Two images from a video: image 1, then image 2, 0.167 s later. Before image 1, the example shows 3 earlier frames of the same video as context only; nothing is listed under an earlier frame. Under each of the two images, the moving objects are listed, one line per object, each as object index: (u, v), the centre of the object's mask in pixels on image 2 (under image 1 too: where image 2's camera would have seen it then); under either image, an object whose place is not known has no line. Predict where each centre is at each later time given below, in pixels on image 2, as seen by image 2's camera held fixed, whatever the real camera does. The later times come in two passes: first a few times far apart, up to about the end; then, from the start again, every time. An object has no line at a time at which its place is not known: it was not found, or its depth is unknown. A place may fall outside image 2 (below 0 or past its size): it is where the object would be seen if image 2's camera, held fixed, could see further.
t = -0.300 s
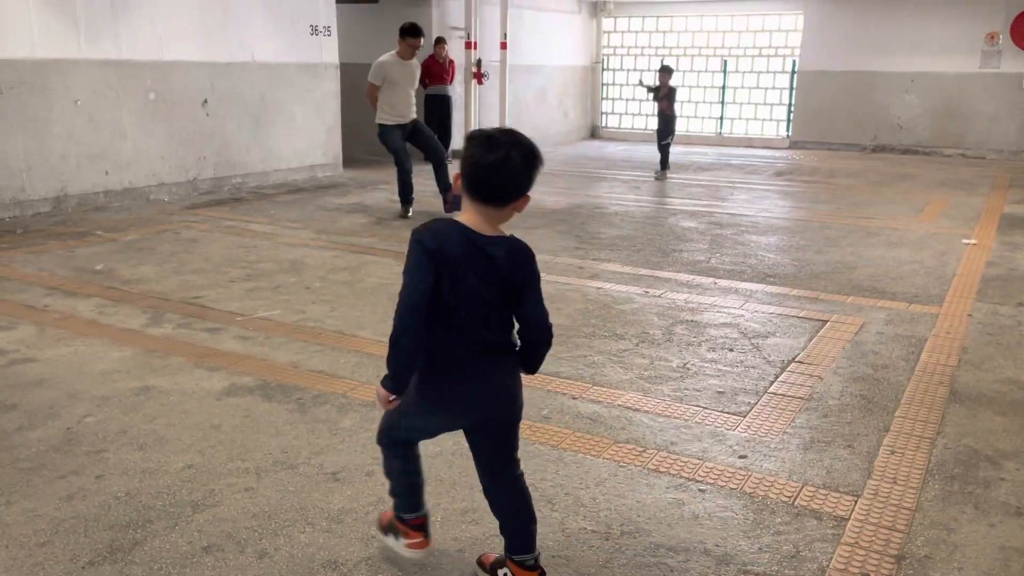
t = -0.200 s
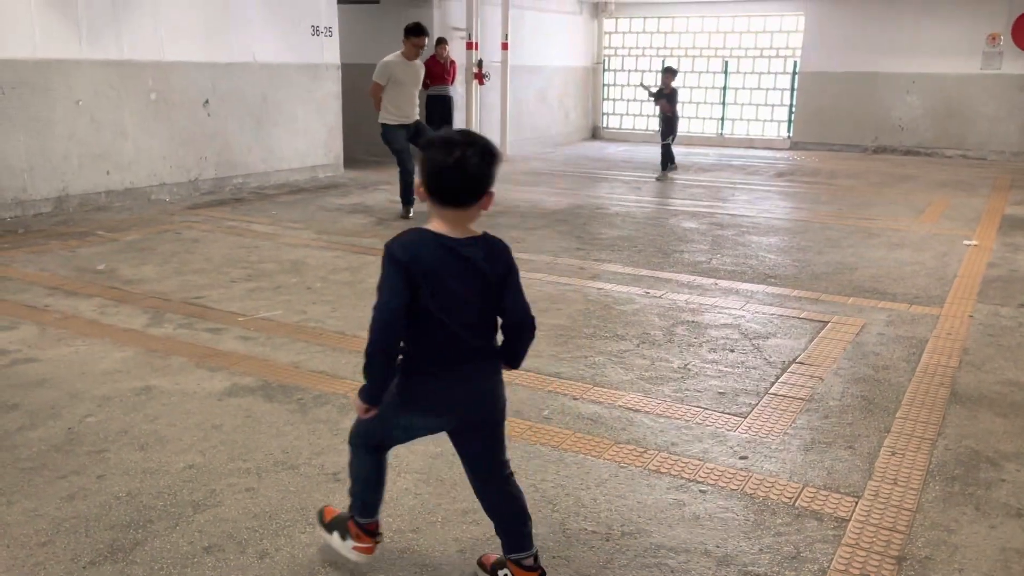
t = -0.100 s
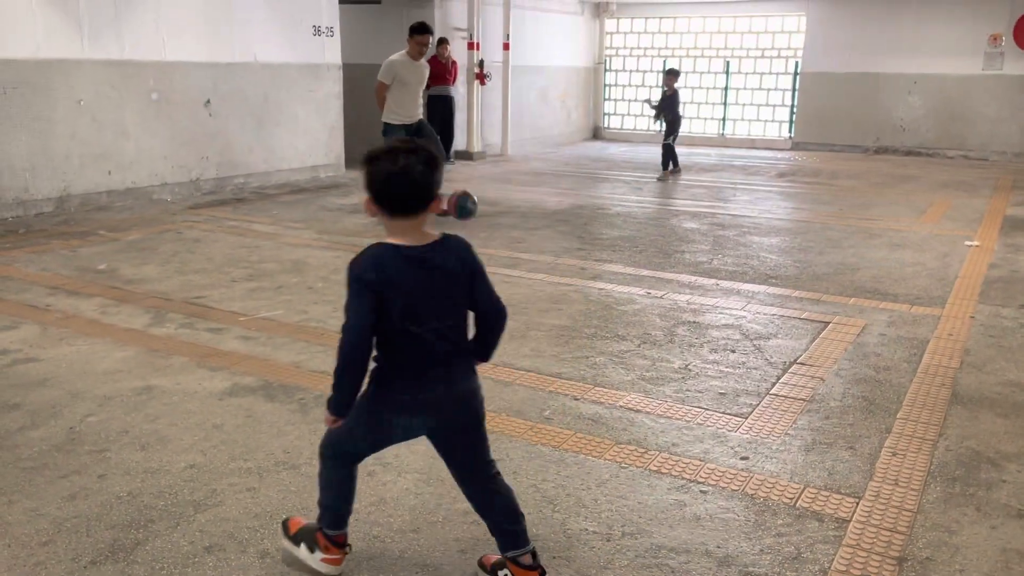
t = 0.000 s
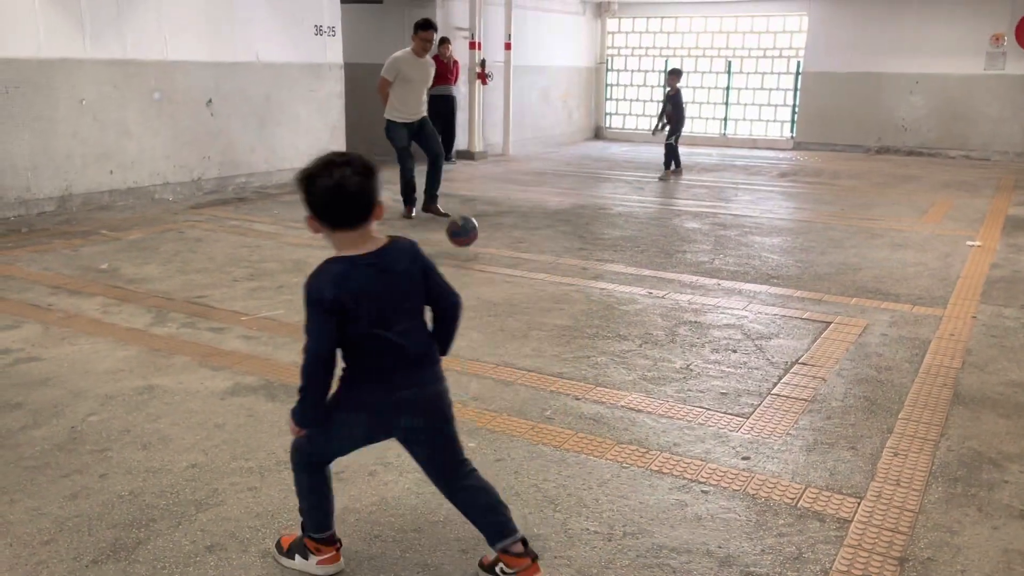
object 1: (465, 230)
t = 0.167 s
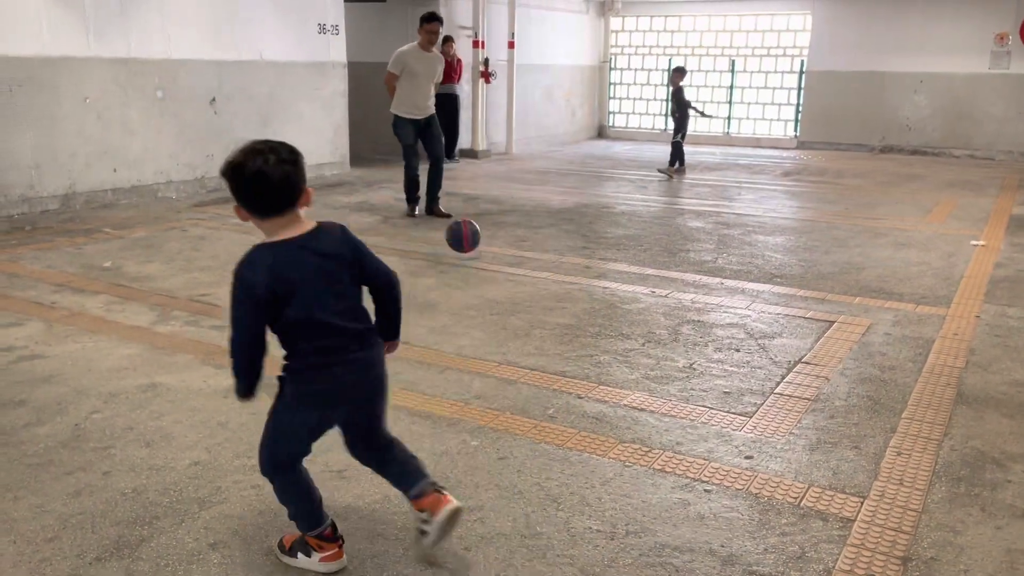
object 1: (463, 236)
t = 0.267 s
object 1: (461, 245)
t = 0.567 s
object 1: (456, 275)
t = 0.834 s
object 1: (450, 306)
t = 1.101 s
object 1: (443, 339)
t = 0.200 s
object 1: (463, 237)
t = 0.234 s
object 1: (462, 240)
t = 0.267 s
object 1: (461, 245)
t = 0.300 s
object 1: (460, 252)
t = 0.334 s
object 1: (460, 261)
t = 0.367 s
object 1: (459, 265)
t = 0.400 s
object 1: (459, 261)
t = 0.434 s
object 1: (458, 260)
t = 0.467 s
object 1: (458, 260)
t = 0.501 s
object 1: (457, 263)
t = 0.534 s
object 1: (457, 268)
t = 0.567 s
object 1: (456, 275)
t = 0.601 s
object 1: (455, 284)
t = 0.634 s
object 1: (454, 286)
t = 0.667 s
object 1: (454, 285)
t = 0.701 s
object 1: (453, 287)
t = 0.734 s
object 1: (453, 290)
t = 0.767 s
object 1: (452, 295)
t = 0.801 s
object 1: (451, 302)
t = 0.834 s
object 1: (450, 306)
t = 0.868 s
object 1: (450, 307)
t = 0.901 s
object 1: (448, 310)
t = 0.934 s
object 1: (448, 316)
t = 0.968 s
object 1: (447, 324)
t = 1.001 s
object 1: (446, 325)
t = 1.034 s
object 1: (445, 328)
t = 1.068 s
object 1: (444, 335)
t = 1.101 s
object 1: (443, 339)
